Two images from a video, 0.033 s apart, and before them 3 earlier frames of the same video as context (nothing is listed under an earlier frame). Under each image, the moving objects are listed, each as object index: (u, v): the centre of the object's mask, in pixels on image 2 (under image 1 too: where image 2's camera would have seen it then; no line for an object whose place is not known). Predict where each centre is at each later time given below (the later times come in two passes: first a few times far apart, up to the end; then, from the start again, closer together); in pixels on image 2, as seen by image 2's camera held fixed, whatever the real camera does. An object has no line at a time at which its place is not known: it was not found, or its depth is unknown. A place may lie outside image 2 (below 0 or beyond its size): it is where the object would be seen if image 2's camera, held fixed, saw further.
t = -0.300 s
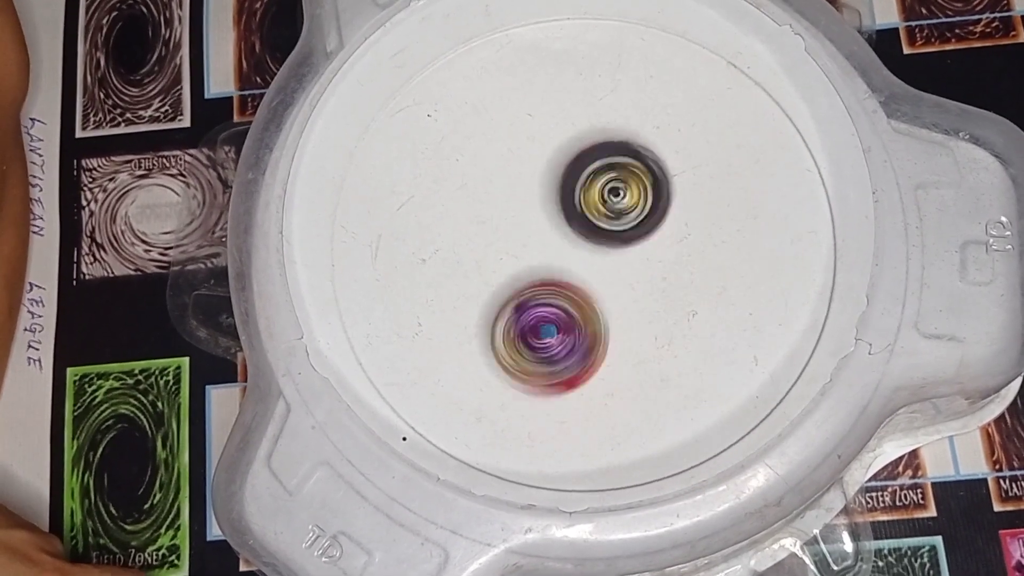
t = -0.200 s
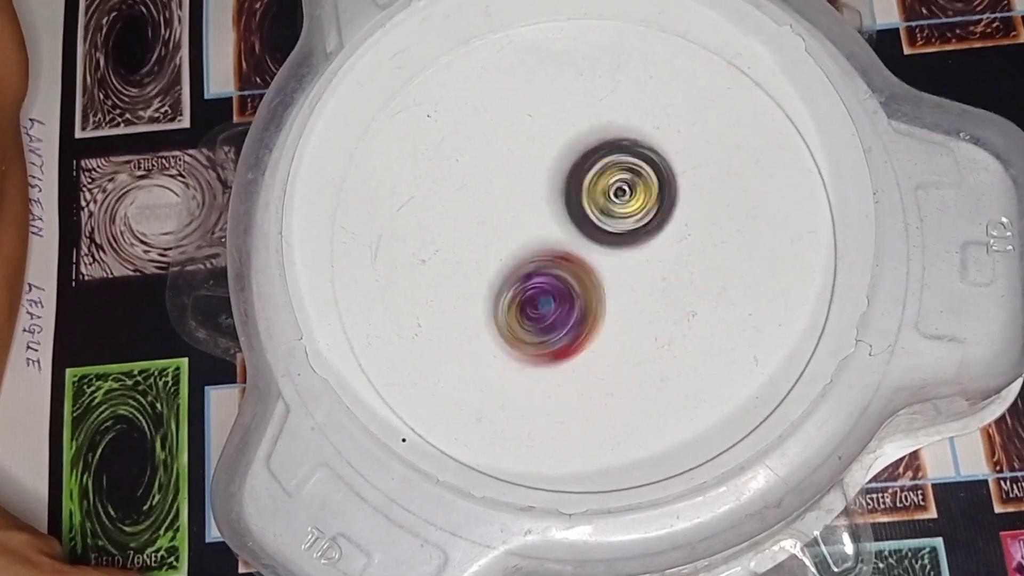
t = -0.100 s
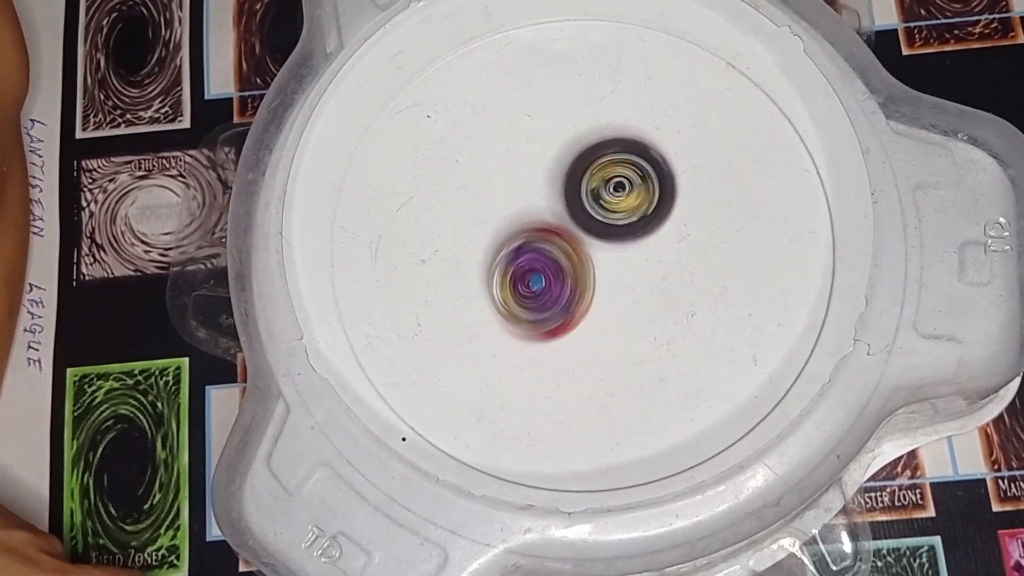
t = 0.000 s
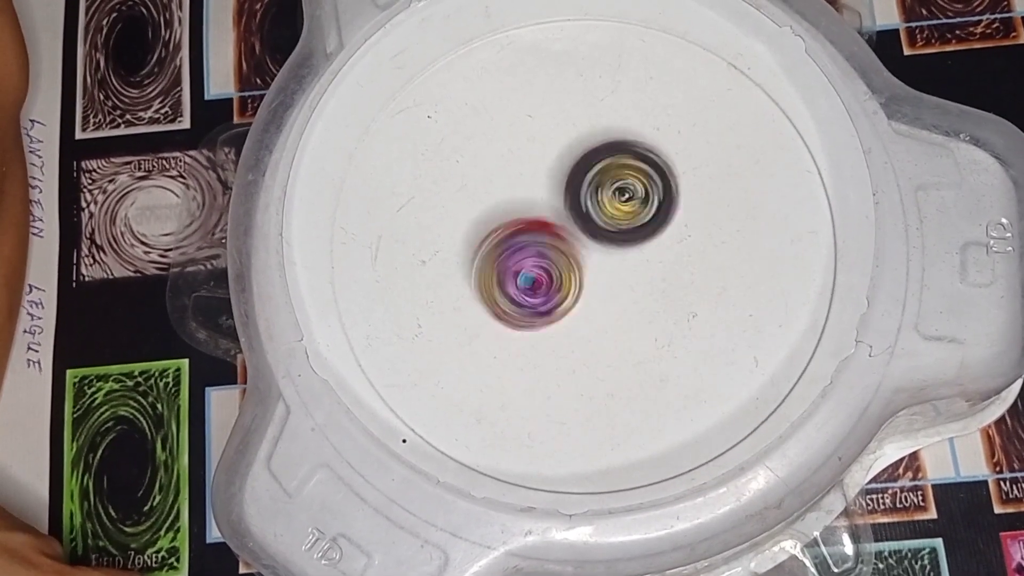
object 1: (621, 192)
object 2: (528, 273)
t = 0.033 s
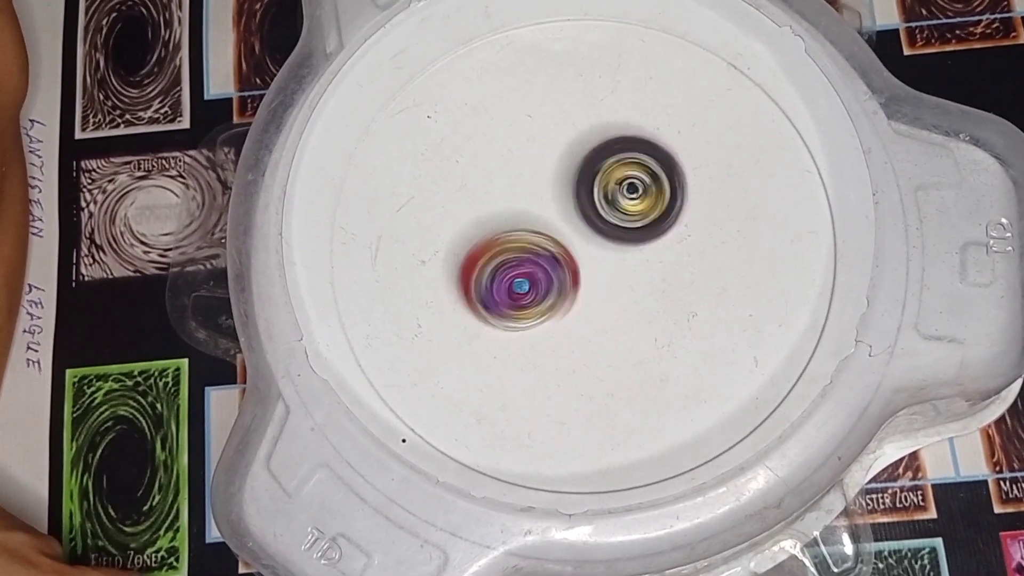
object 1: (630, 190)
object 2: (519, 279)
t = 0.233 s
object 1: (639, 194)
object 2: (520, 273)
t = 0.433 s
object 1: (651, 203)
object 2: (556, 280)
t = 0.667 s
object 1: (645, 206)
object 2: (596, 334)
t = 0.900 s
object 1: (612, 204)
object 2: (596, 336)
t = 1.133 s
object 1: (586, 187)
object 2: (580, 288)
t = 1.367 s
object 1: (588, 176)
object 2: (555, 275)
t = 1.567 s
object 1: (589, 195)
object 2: (584, 282)
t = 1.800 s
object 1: (629, 203)
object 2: (580, 300)
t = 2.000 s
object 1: (630, 214)
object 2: (573, 298)
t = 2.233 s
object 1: (621, 227)
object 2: (574, 302)
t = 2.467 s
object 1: (607, 217)
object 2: (577, 301)
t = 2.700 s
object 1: (573, 217)
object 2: (574, 300)
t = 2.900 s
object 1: (581, 214)
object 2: (575, 300)
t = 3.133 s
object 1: (604, 217)
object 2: (575, 300)
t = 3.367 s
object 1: (613, 223)
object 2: (575, 301)
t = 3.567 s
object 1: (607, 219)
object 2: (575, 300)
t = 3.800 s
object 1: (605, 217)
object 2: (575, 300)
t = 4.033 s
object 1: (608, 219)
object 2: (575, 300)
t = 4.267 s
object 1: (605, 217)
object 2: (575, 300)
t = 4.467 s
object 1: (608, 219)
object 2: (575, 300)
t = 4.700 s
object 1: (606, 218)
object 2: (575, 300)
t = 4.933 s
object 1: (607, 219)
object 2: (575, 300)
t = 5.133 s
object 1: (606, 217)
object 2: (575, 300)
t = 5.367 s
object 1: (607, 218)
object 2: (575, 300)
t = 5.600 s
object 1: (606, 218)
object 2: (575, 300)
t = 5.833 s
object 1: (606, 218)
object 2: (575, 300)
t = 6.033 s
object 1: (606, 218)
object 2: (575, 300)
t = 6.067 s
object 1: (606, 218)
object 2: (575, 300)
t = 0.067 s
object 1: (635, 193)
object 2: (515, 281)
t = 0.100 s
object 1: (632, 195)
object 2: (511, 279)
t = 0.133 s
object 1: (629, 187)
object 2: (509, 278)
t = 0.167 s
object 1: (637, 180)
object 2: (512, 278)
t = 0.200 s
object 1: (644, 187)
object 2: (516, 276)
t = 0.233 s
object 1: (639, 194)
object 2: (520, 273)
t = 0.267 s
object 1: (633, 192)
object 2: (522, 268)
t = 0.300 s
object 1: (634, 190)
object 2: (529, 267)
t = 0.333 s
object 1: (636, 193)
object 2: (536, 265)
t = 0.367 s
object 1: (635, 201)
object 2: (546, 262)
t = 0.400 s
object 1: (643, 199)
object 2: (550, 273)
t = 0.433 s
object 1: (651, 203)
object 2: (556, 280)
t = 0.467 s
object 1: (651, 207)
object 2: (564, 292)
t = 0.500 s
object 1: (645, 205)
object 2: (576, 300)
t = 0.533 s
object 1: (646, 197)
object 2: (586, 307)
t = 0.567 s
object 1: (654, 192)
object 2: (593, 315)
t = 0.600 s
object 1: (660, 199)
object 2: (596, 322)
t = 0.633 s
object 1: (653, 207)
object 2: (597, 328)
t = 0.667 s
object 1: (645, 206)
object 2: (596, 334)
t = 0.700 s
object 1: (643, 203)
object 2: (595, 340)
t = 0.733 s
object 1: (643, 202)
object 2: (593, 344)
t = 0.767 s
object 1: (643, 205)
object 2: (592, 346)
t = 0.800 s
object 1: (637, 211)
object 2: (592, 346)
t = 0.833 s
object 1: (624, 212)
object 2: (594, 344)
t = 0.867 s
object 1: (614, 207)
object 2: (595, 340)
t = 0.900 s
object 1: (612, 204)
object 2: (596, 336)
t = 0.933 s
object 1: (611, 204)
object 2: (596, 331)
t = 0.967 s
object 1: (606, 204)
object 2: (597, 326)
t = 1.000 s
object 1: (596, 204)
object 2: (596, 320)
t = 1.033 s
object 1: (586, 199)
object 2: (595, 313)
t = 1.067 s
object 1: (581, 190)
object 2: (592, 304)
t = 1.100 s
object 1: (584, 186)
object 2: (586, 296)
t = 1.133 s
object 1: (586, 187)
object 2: (580, 288)
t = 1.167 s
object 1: (583, 189)
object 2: (572, 282)
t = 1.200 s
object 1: (578, 186)
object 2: (562, 279)
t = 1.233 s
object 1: (575, 182)
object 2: (553, 277)
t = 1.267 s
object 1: (577, 176)
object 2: (549, 277)
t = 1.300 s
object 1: (582, 174)
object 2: (550, 277)
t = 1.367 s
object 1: (588, 176)
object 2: (555, 275)
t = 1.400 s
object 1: (589, 182)
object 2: (561, 274)
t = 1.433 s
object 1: (585, 187)
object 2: (566, 275)
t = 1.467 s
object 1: (582, 188)
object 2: (572, 276)
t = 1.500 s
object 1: (582, 188)
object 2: (576, 278)
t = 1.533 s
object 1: (585, 188)
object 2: (580, 279)
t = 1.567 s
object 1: (589, 195)
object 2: (584, 282)
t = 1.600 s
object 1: (593, 200)
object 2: (584, 287)
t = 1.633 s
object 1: (606, 204)
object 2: (576, 291)
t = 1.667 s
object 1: (616, 209)
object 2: (571, 296)
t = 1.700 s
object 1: (621, 207)
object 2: (570, 299)
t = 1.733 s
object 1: (625, 204)
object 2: (572, 299)
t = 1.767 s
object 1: (628, 203)
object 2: (576, 299)
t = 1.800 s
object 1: (629, 203)
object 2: (580, 300)
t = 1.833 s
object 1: (629, 204)
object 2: (582, 301)
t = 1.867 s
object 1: (629, 205)
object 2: (581, 301)
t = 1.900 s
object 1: (630, 206)
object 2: (579, 299)
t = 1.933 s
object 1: (631, 208)
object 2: (574, 298)
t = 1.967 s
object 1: (631, 211)
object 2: (572, 298)
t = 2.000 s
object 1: (630, 214)
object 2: (573, 298)
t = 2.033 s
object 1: (628, 218)
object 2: (576, 298)
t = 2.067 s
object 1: (624, 222)
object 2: (579, 299)
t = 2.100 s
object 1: (620, 227)
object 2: (580, 300)
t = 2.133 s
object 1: (618, 227)
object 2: (577, 301)
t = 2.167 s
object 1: (619, 227)
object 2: (573, 301)
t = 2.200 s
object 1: (620, 227)
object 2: (572, 301)
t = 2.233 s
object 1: (621, 227)
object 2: (574, 302)
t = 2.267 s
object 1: (621, 227)
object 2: (577, 302)
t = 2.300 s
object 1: (620, 227)
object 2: (578, 303)
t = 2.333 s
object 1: (619, 226)
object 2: (577, 302)
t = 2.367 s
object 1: (617, 224)
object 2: (575, 301)
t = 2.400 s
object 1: (614, 222)
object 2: (574, 301)
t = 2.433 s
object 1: (611, 220)
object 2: (575, 301)
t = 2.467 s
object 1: (607, 217)
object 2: (577, 301)
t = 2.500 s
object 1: (602, 215)
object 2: (577, 301)
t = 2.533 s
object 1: (597, 214)
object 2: (576, 301)
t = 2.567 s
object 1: (591, 213)
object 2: (575, 301)
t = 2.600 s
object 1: (585, 213)
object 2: (575, 300)
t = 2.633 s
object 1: (580, 214)
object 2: (576, 301)
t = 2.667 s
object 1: (576, 216)
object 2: (575, 301)
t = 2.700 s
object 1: (573, 217)
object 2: (574, 300)
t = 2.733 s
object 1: (571, 218)
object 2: (575, 301)
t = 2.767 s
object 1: (573, 218)
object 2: (575, 301)
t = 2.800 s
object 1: (574, 217)
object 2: (575, 301)
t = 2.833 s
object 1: (576, 216)
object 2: (575, 301)
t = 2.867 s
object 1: (578, 215)
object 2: (575, 301)
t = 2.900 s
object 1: (581, 214)
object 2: (575, 300)
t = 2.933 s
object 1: (584, 214)
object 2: (575, 300)
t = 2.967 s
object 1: (587, 213)
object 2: (575, 300)
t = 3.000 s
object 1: (591, 213)
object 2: (575, 300)
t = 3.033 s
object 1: (594, 214)
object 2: (575, 300)
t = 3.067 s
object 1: (598, 214)
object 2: (575, 300)
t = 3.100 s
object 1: (601, 215)
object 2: (575, 300)
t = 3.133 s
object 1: (604, 217)
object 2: (575, 300)
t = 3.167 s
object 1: (606, 218)
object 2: (575, 300)
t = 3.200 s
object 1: (609, 220)
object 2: (575, 300)
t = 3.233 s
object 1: (611, 221)
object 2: (575, 301)
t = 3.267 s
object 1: (612, 222)
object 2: (575, 300)
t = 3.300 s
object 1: (613, 224)
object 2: (575, 301)
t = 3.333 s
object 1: (613, 224)
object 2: (575, 300)
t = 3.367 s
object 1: (613, 223)
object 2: (575, 301)
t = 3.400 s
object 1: (612, 222)
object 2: (575, 300)
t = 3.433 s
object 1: (611, 222)
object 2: (575, 301)
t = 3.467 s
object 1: (610, 221)
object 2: (575, 300)
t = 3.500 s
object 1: (610, 220)
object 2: (575, 300)
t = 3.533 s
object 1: (608, 219)
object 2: (575, 300)
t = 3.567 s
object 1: (607, 219)
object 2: (575, 300)
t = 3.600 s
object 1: (606, 218)
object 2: (575, 300)
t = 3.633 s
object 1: (605, 217)
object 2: (575, 300)
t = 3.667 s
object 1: (605, 217)
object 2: (575, 300)
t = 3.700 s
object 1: (604, 217)
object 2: (575, 300)
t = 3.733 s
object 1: (605, 217)
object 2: (575, 300)
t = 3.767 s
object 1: (605, 217)
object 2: (575, 300)
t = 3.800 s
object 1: (605, 217)
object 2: (575, 300)
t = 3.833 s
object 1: (606, 217)
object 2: (575, 300)
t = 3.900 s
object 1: (606, 218)
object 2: (575, 300)
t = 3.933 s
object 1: (607, 218)
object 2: (575, 300)
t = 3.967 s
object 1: (608, 219)
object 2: (575, 300)
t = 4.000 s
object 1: (608, 219)
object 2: (575, 300)
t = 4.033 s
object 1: (608, 219)
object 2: (575, 300)
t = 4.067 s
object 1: (608, 219)
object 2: (575, 300)
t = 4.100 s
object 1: (608, 219)
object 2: (575, 300)
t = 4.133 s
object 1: (607, 218)
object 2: (575, 300)
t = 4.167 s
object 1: (606, 218)
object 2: (575, 300)
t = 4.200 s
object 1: (606, 217)
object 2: (575, 300)
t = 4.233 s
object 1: (605, 217)
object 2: (575, 300)
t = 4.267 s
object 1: (605, 217)
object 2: (575, 300)
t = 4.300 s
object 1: (605, 217)
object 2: (575, 300)
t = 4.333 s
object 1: (605, 217)
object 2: (575, 300)
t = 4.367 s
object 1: (606, 218)
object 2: (575, 300)
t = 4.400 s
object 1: (607, 218)
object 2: (575, 300)
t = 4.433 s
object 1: (607, 218)
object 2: (575, 300)
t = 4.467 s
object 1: (608, 219)
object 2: (575, 300)
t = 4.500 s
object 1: (608, 219)
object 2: (575, 300)
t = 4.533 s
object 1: (608, 219)
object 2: (575, 300)
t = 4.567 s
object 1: (608, 219)
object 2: (575, 300)
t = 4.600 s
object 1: (607, 218)
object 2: (575, 300)
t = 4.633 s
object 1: (607, 218)
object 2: (575, 300)
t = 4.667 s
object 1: (606, 218)
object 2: (575, 300)
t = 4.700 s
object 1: (606, 218)
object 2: (575, 300)
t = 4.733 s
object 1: (606, 217)
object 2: (575, 300)
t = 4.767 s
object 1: (606, 217)
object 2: (575, 300)
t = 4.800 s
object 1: (606, 218)
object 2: (575, 300)
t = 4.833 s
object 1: (607, 218)
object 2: (575, 300)
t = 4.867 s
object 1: (607, 218)
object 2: (575, 300)
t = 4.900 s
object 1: (607, 219)
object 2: (575, 300)
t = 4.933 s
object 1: (607, 219)
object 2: (575, 300)
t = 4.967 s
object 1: (607, 218)
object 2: (575, 300)
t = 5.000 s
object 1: (607, 218)
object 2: (575, 300)
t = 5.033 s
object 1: (607, 218)
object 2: (575, 300)
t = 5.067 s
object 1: (606, 218)
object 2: (575, 300)
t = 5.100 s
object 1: (606, 218)
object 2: (575, 300)
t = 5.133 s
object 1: (606, 217)
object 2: (575, 300)
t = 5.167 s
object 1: (606, 218)
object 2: (575, 300)
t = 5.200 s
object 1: (606, 218)
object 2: (575, 300)
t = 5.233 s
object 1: (607, 218)
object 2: (575, 300)
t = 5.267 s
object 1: (607, 218)
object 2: (575, 300)
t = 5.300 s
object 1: (607, 218)
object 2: (575, 300)
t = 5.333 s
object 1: (607, 218)
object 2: (575, 300)
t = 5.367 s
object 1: (607, 218)
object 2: (575, 300)
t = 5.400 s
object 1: (607, 218)
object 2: (575, 300)
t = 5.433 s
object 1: (607, 218)
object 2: (575, 300)
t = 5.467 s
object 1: (606, 218)
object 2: (575, 300)
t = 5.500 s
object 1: (606, 218)
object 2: (575, 300)
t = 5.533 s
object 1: (606, 218)
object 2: (575, 300)
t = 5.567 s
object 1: (606, 218)
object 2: (575, 300)
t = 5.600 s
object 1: (606, 218)
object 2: (575, 300)
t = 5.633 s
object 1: (607, 218)
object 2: (575, 300)
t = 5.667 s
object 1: (607, 218)
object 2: (575, 301)
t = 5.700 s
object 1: (607, 218)
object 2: (575, 300)
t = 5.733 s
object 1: (607, 218)
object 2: (575, 300)
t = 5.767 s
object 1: (606, 218)
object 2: (575, 300)
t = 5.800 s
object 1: (606, 218)
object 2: (575, 300)
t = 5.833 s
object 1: (606, 218)
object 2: (575, 300)
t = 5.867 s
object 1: (606, 218)
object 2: (575, 300)
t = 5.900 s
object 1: (607, 218)
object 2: (575, 300)
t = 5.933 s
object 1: (607, 218)
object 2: (575, 300)
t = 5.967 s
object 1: (606, 218)
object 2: (575, 300)
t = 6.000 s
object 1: (606, 218)
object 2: (575, 300)
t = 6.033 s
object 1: (606, 218)
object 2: (575, 300)
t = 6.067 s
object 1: (606, 218)
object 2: (575, 300)
